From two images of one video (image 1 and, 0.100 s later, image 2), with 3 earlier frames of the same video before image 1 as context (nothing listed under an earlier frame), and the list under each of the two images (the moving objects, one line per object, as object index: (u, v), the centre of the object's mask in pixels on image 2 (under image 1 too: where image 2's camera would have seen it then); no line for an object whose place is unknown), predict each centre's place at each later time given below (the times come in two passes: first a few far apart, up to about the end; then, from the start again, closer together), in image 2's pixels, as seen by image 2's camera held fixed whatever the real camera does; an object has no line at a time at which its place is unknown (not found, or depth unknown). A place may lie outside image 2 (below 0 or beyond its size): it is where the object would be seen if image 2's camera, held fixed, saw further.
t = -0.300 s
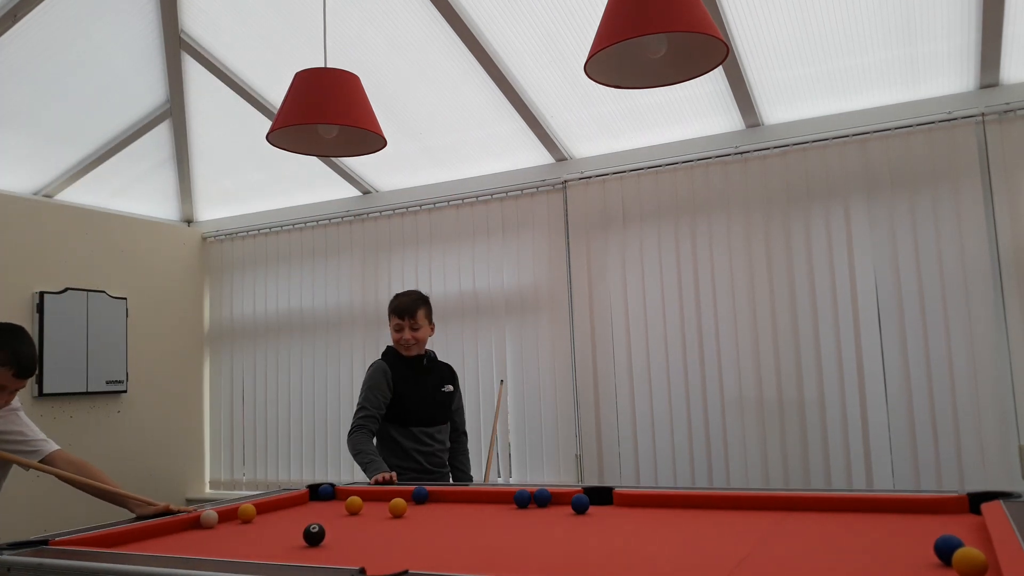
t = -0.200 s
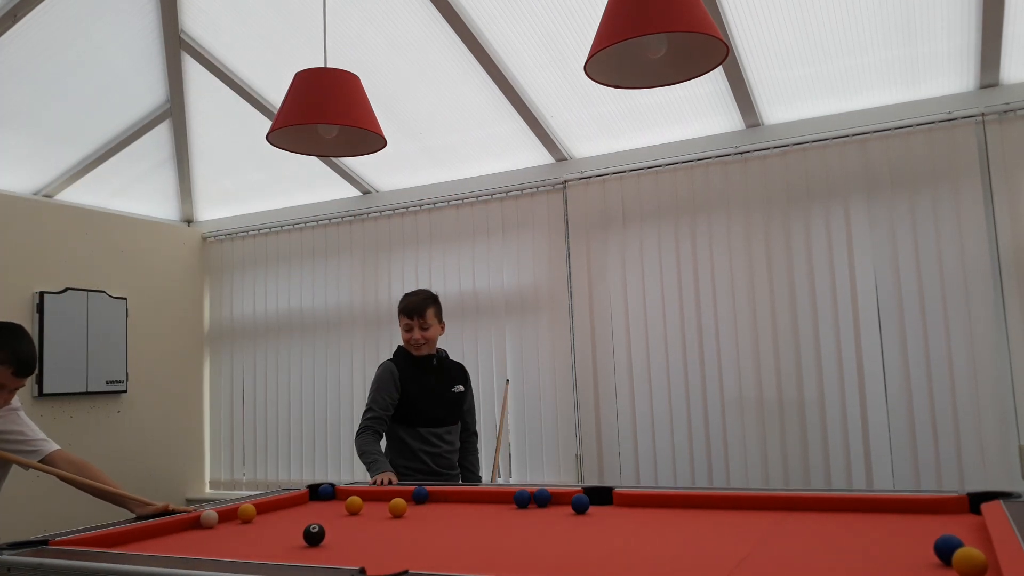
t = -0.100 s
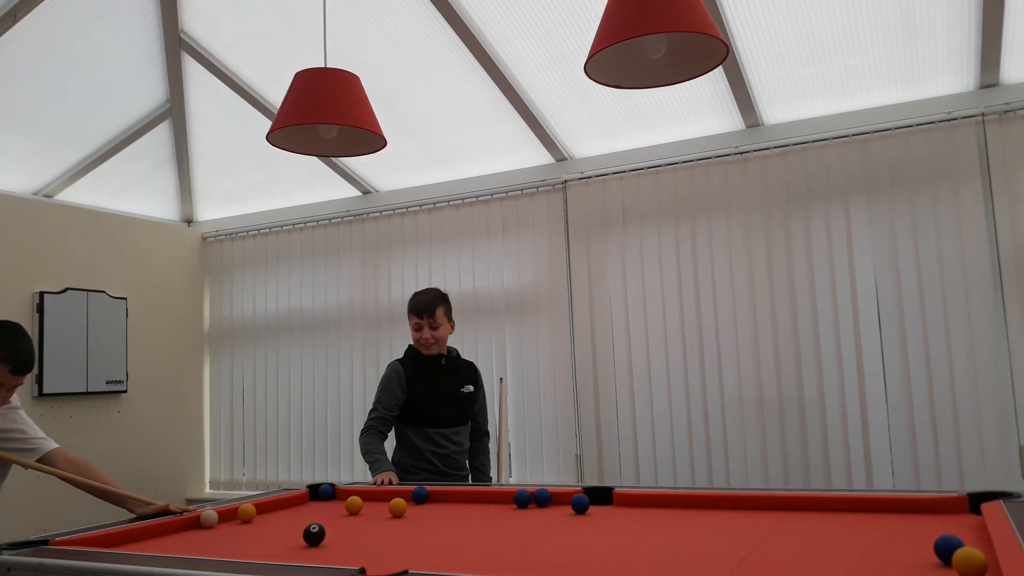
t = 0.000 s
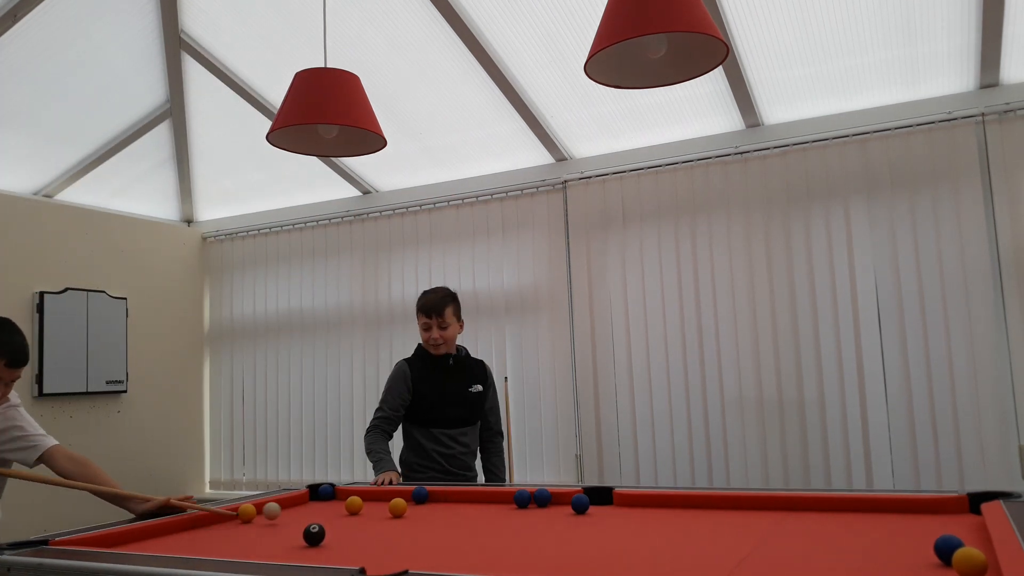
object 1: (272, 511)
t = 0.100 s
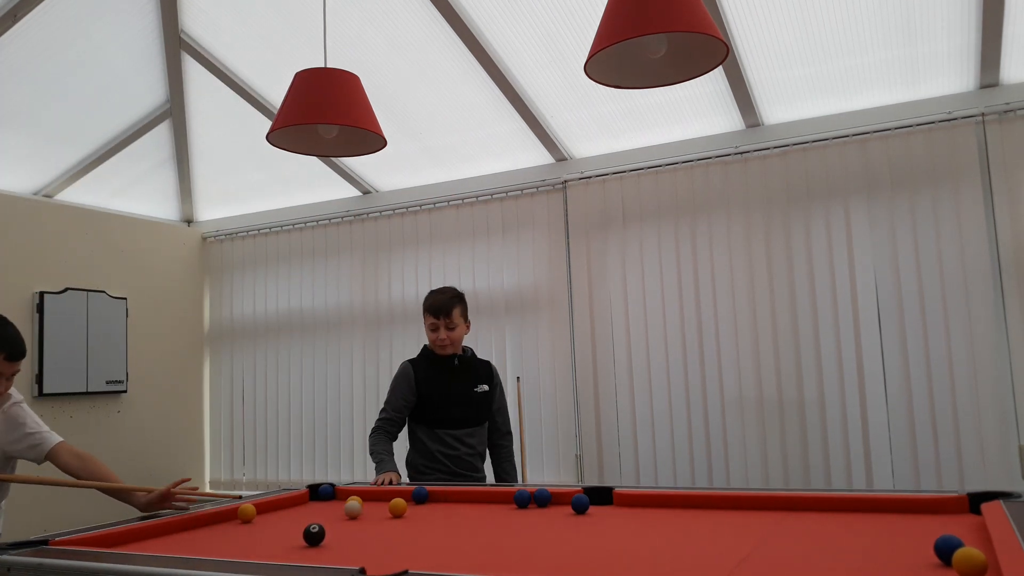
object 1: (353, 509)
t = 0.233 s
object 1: (405, 502)
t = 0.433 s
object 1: (435, 499)
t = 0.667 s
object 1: (417, 510)
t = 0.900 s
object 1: (397, 522)
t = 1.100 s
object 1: (376, 534)
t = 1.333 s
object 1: (348, 551)
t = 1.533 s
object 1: (326, 557)
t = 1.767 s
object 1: (374, 552)
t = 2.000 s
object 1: (414, 541)
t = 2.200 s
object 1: (444, 533)
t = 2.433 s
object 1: (474, 525)
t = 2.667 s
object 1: (500, 517)
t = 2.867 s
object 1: (519, 512)
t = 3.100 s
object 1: (538, 506)
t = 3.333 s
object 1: (554, 502)
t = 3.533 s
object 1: (556, 499)
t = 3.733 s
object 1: (562, 497)
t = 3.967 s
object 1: (564, 499)
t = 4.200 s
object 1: (565, 499)
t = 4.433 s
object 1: (565, 500)
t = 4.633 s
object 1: (565, 500)
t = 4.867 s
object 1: (565, 500)
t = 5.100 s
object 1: (565, 500)
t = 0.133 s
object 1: (379, 508)
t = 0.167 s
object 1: (389, 506)
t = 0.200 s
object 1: (397, 504)
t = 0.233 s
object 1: (405, 502)
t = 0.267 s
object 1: (414, 500)
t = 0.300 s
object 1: (424, 498)
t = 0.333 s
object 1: (435, 496)
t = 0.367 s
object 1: (440, 496)
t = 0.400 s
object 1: (437, 497)
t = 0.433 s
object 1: (435, 499)
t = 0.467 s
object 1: (433, 500)
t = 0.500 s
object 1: (430, 502)
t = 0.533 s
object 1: (427, 503)
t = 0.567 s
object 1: (425, 505)
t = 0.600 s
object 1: (422, 506)
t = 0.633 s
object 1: (420, 508)
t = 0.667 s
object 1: (417, 510)
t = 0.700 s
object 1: (414, 511)
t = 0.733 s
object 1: (412, 513)
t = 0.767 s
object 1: (409, 515)
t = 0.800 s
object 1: (406, 517)
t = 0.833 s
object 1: (403, 518)
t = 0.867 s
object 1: (400, 520)
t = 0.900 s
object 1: (397, 522)
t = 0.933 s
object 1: (393, 524)
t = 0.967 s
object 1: (390, 526)
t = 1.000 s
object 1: (387, 528)
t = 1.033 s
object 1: (383, 530)
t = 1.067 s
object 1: (380, 532)
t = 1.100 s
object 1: (376, 534)
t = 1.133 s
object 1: (372, 536)
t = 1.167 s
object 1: (368, 539)
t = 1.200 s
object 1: (365, 541)
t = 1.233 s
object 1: (361, 543)
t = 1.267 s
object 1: (356, 546)
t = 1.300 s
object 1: (352, 549)
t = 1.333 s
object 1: (348, 551)
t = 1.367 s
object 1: (344, 552)
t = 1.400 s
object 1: (339, 554)
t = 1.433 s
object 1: (334, 555)
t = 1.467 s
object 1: (330, 556)
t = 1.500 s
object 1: (325, 558)
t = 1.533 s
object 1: (326, 557)
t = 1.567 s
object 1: (334, 557)
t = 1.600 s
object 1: (341, 556)
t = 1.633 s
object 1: (348, 556)
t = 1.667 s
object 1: (355, 555)
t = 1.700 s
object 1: (361, 554)
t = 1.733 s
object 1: (368, 553)
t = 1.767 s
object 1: (374, 552)
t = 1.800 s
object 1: (380, 550)
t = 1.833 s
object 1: (386, 549)
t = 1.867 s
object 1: (392, 547)
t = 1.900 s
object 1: (398, 546)
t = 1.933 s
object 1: (404, 544)
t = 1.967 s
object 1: (409, 543)
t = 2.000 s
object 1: (414, 541)
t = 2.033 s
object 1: (420, 540)
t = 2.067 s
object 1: (425, 538)
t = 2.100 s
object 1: (430, 537)
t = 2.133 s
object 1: (435, 536)
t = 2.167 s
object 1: (440, 534)
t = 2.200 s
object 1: (444, 533)
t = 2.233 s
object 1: (449, 532)
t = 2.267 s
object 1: (453, 531)
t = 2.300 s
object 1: (458, 529)
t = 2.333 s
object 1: (462, 528)
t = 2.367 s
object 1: (466, 527)
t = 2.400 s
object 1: (471, 525)
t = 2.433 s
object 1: (474, 525)
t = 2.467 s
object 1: (478, 524)
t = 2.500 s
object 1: (482, 522)
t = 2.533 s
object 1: (486, 522)
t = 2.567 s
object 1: (489, 520)
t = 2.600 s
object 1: (493, 519)
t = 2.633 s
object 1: (496, 518)
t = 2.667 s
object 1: (500, 517)
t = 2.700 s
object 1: (503, 516)
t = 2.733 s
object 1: (506, 516)
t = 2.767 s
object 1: (510, 515)
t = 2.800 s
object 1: (513, 514)
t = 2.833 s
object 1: (515, 513)
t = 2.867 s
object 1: (519, 512)
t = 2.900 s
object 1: (522, 511)
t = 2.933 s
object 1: (525, 510)
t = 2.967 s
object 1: (528, 510)
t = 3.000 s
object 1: (530, 509)
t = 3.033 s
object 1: (533, 508)
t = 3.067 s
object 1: (536, 507)
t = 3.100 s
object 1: (538, 506)
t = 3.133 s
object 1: (541, 506)
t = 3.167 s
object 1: (543, 505)
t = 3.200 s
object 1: (544, 504)
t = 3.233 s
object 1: (545, 499)
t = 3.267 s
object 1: (553, 499)
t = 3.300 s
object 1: (555, 501)
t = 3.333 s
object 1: (554, 502)
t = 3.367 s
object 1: (554, 501)
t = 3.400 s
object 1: (554, 501)
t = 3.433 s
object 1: (554, 500)
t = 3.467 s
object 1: (554, 500)
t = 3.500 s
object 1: (555, 499)
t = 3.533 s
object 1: (556, 499)
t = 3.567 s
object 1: (557, 499)
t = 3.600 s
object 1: (558, 499)
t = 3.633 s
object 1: (560, 498)
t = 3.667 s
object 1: (561, 498)
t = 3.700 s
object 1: (562, 497)
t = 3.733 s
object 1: (562, 497)
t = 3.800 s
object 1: (562, 498)
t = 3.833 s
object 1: (563, 498)
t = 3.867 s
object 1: (563, 498)
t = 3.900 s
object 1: (563, 499)
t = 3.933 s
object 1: (563, 499)
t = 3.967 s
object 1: (564, 499)
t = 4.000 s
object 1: (564, 499)
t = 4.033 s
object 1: (564, 499)
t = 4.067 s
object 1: (564, 499)
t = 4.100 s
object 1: (564, 499)
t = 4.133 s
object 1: (565, 499)
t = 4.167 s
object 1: (565, 499)
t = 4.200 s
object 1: (565, 499)
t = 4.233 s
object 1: (565, 499)
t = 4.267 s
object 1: (565, 499)
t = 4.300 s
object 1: (565, 500)
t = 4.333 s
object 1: (565, 500)
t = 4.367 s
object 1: (565, 500)
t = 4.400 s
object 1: (565, 500)
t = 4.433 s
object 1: (565, 500)
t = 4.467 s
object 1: (565, 500)
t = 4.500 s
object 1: (565, 500)
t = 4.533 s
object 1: (565, 500)
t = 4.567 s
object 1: (565, 500)
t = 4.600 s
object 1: (565, 500)
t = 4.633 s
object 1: (565, 500)
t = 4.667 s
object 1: (565, 500)
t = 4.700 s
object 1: (565, 500)
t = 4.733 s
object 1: (565, 500)
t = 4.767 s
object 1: (565, 500)
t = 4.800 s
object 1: (565, 500)
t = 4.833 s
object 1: (565, 500)
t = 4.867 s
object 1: (565, 500)
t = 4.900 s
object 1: (565, 500)
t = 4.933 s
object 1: (565, 500)
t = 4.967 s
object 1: (565, 500)
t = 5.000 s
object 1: (565, 500)
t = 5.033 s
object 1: (565, 500)
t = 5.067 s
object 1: (565, 500)
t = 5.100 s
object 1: (565, 500)
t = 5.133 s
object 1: (565, 500)
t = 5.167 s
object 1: (565, 500)
